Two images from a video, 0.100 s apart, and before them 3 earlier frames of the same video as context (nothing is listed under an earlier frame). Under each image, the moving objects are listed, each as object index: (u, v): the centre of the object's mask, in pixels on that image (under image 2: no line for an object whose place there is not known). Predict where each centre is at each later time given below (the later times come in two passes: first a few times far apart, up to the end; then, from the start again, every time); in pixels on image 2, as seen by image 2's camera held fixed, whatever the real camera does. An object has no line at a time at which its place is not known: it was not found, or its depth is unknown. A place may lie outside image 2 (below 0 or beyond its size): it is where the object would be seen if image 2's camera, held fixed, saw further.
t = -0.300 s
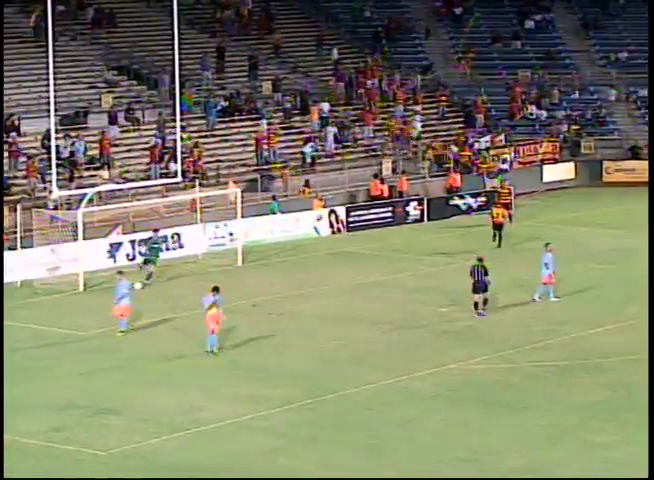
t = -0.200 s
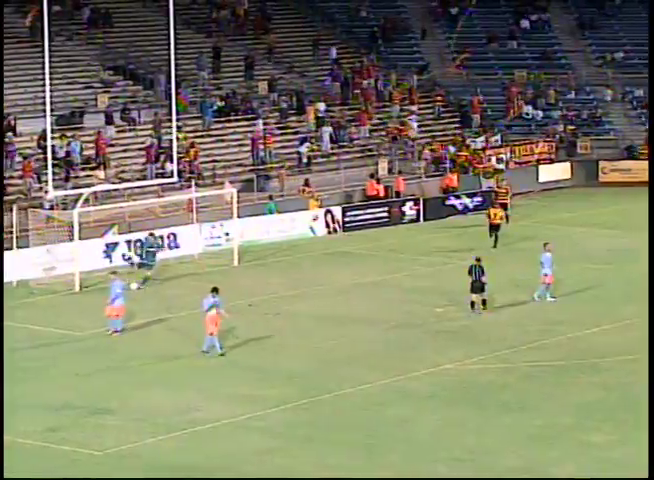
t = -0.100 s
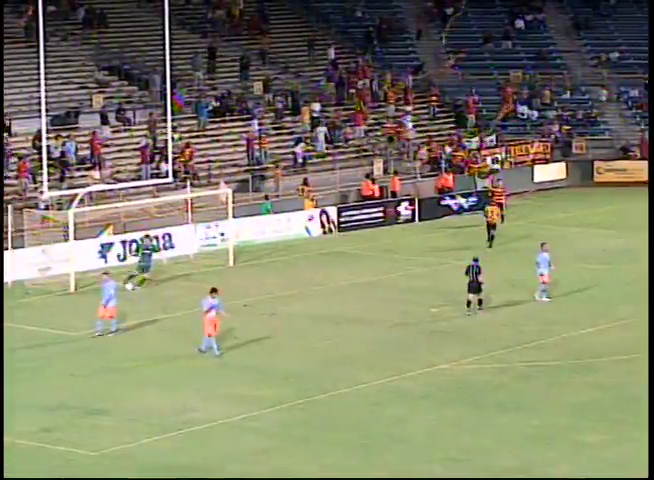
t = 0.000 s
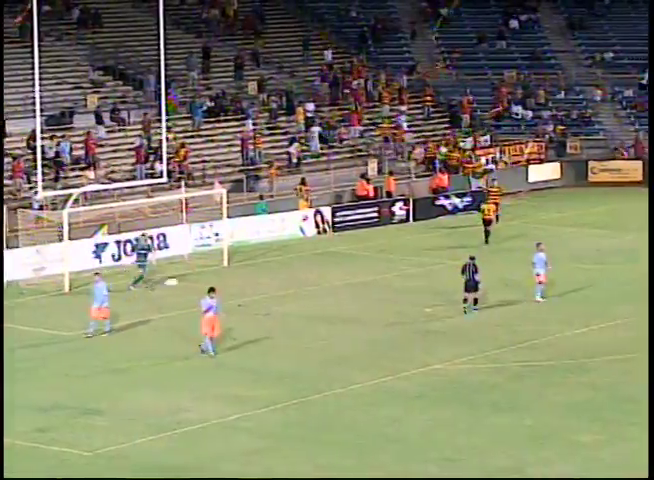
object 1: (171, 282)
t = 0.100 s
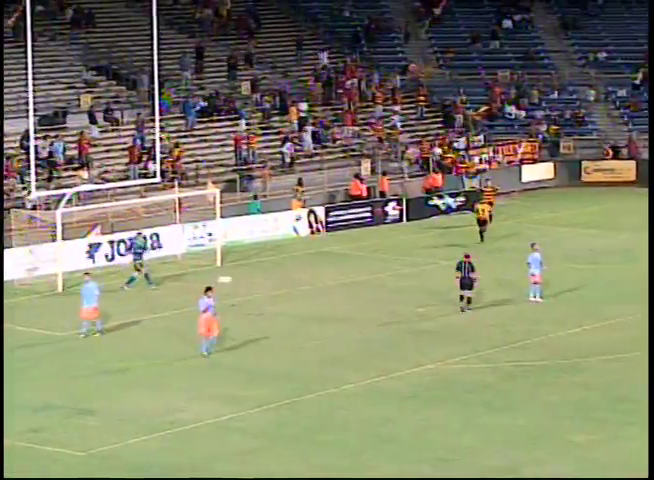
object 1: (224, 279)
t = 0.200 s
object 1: (286, 280)
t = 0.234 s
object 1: (307, 279)
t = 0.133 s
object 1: (245, 279)
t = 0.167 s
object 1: (265, 279)
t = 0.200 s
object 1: (286, 280)
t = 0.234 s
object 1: (307, 279)
